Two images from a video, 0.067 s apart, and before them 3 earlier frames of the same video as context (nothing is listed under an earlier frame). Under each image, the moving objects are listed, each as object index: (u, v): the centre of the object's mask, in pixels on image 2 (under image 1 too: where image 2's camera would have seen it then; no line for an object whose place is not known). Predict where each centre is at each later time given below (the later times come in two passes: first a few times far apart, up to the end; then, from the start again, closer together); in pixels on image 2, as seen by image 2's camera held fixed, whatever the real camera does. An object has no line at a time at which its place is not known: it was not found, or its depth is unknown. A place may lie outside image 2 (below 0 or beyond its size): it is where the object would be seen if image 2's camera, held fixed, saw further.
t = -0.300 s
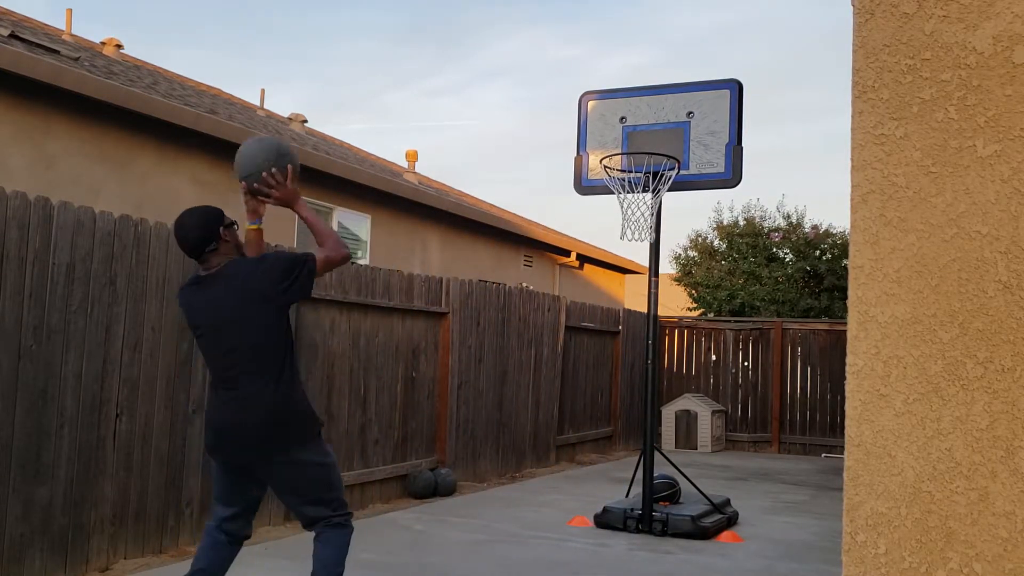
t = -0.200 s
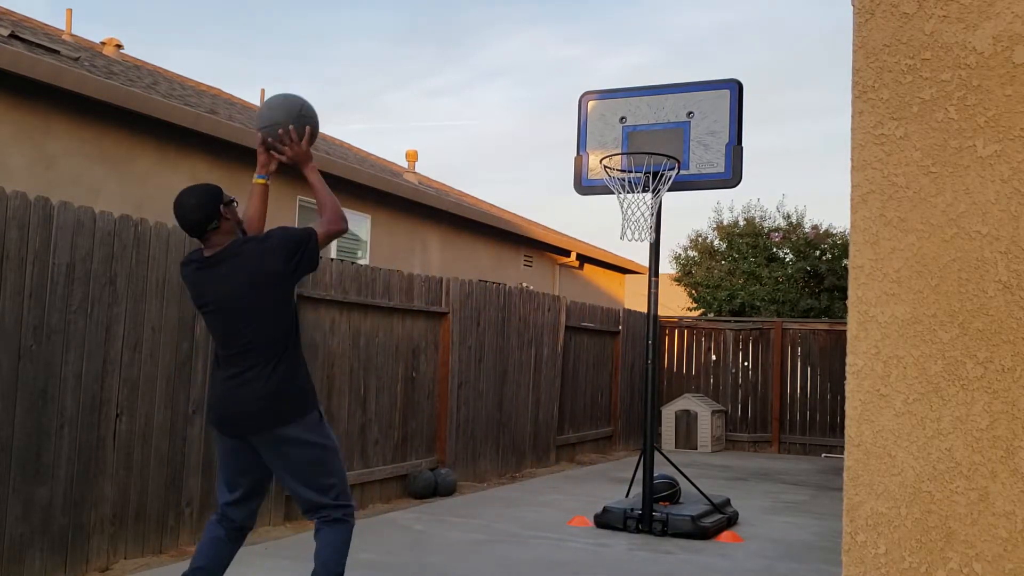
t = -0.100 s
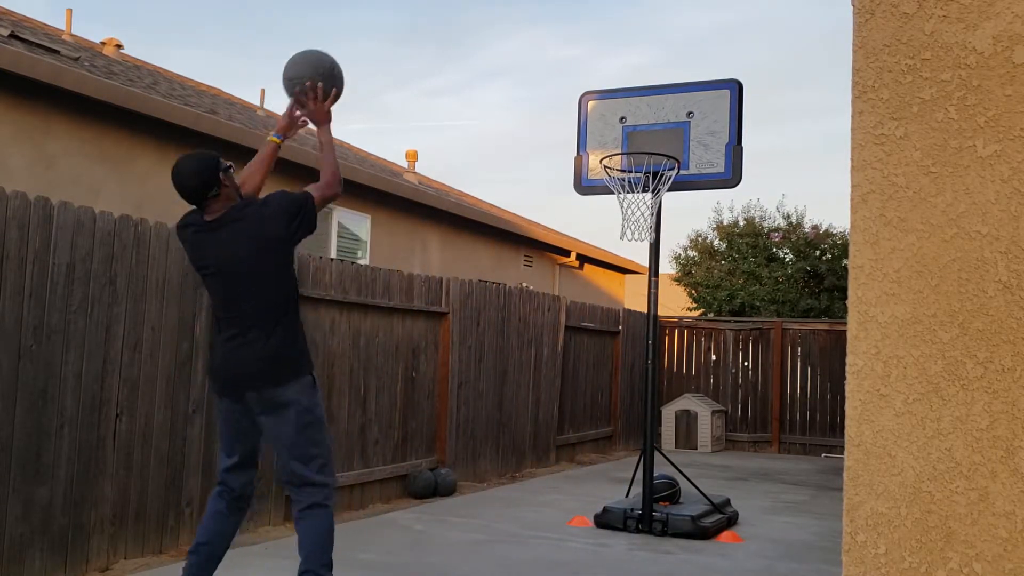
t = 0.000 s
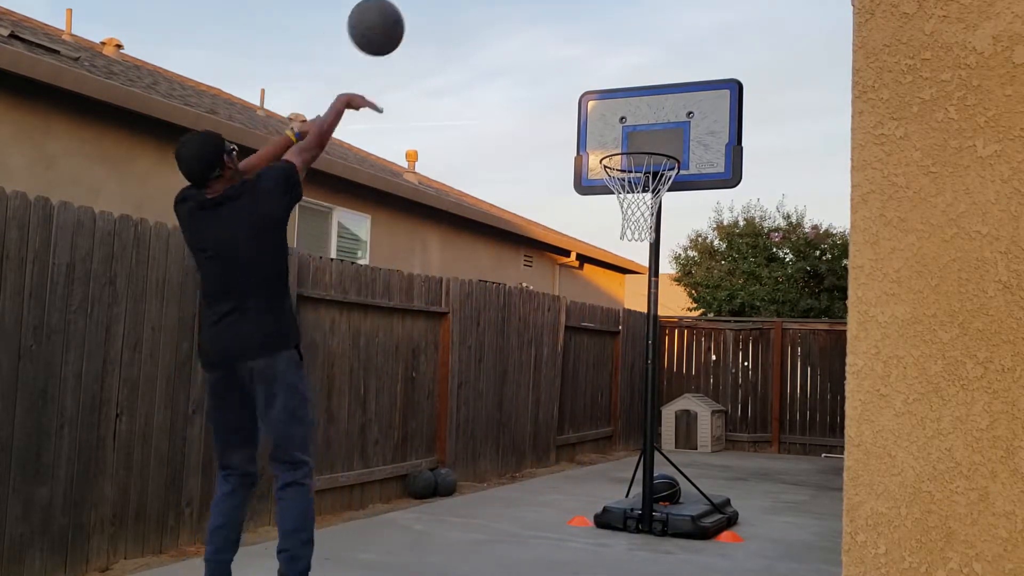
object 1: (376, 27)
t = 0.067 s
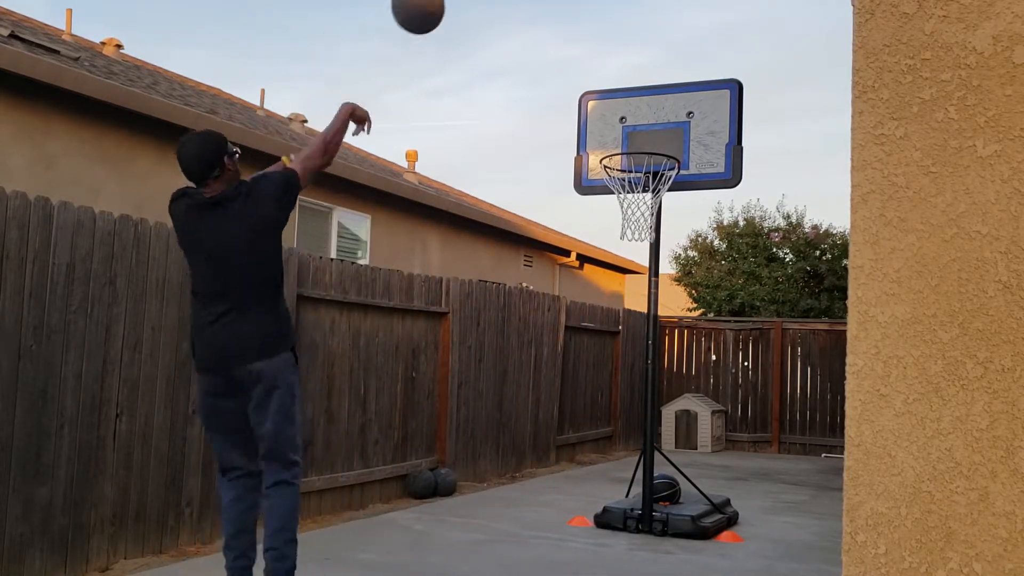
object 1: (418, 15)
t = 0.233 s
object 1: (506, 10)
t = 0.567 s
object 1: (630, 120)
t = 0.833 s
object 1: (639, 192)
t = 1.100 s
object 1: (634, 269)
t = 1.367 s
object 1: (625, 459)
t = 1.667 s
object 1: (626, 370)
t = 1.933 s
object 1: (629, 284)
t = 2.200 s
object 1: (627, 322)
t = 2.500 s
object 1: (621, 545)
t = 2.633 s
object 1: (622, 477)
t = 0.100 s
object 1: (438, 12)
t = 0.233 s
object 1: (506, 10)
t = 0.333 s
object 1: (549, 20)
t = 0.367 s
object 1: (562, 29)
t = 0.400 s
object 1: (575, 41)
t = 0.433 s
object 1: (587, 54)
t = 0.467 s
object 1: (598, 69)
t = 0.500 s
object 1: (609, 85)
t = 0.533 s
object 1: (620, 102)
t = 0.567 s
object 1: (630, 120)
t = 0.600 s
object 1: (639, 140)
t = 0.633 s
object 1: (647, 158)
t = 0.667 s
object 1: (646, 163)
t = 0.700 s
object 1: (637, 161)
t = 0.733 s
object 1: (638, 169)
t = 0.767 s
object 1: (641, 173)
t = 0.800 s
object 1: (643, 178)
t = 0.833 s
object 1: (639, 192)
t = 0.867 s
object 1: (640, 196)
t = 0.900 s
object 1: (640, 200)
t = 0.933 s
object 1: (638, 213)
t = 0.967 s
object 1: (637, 221)
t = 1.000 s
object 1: (636, 231)
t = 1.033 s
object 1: (635, 243)
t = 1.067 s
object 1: (634, 255)
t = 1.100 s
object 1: (634, 269)
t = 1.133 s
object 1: (633, 286)
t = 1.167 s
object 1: (631, 305)
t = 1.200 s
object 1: (631, 325)
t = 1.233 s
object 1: (630, 347)
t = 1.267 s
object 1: (629, 372)
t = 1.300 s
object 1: (628, 396)
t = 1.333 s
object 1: (627, 428)
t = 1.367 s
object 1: (625, 459)
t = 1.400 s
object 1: (624, 494)
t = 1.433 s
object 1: (623, 531)
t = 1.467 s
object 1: (623, 512)
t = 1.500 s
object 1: (623, 484)
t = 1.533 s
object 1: (625, 456)
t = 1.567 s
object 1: (626, 431)
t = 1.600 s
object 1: (625, 409)
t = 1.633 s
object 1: (626, 388)
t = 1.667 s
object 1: (626, 370)
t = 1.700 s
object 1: (627, 353)
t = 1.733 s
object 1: (627, 338)
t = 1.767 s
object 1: (627, 324)
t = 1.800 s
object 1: (628, 313)
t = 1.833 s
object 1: (627, 304)
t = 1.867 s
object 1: (628, 295)
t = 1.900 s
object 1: (628, 289)
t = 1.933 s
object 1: (629, 284)
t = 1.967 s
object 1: (629, 282)
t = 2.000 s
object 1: (629, 282)
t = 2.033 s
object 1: (628, 284)
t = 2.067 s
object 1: (628, 287)
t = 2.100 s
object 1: (628, 293)
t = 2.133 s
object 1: (627, 301)
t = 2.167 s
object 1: (627, 311)
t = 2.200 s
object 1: (627, 322)
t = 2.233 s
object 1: (627, 337)
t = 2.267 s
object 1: (625, 354)
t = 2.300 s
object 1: (625, 374)
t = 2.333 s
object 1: (624, 392)
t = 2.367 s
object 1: (624, 420)
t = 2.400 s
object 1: (623, 447)
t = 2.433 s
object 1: (623, 477)
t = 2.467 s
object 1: (622, 510)
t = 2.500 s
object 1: (621, 545)
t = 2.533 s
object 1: (620, 555)
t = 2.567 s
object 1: (620, 527)
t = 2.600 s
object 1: (622, 501)
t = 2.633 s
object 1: (622, 477)
